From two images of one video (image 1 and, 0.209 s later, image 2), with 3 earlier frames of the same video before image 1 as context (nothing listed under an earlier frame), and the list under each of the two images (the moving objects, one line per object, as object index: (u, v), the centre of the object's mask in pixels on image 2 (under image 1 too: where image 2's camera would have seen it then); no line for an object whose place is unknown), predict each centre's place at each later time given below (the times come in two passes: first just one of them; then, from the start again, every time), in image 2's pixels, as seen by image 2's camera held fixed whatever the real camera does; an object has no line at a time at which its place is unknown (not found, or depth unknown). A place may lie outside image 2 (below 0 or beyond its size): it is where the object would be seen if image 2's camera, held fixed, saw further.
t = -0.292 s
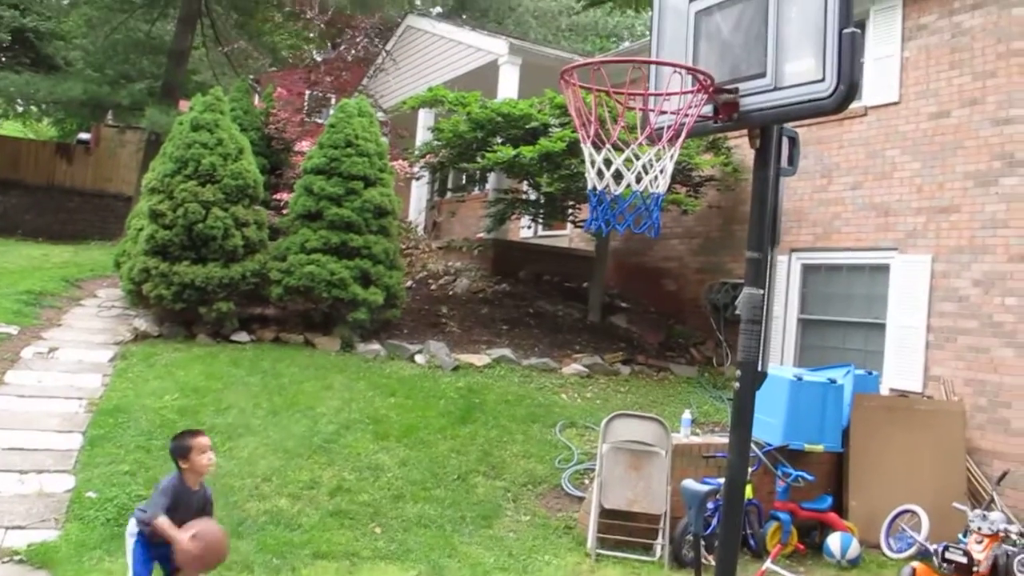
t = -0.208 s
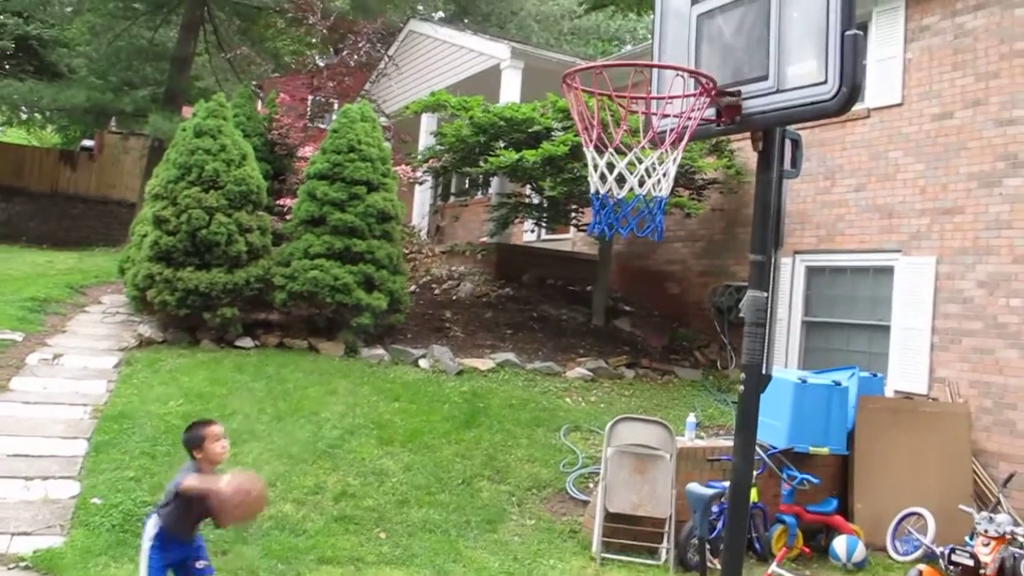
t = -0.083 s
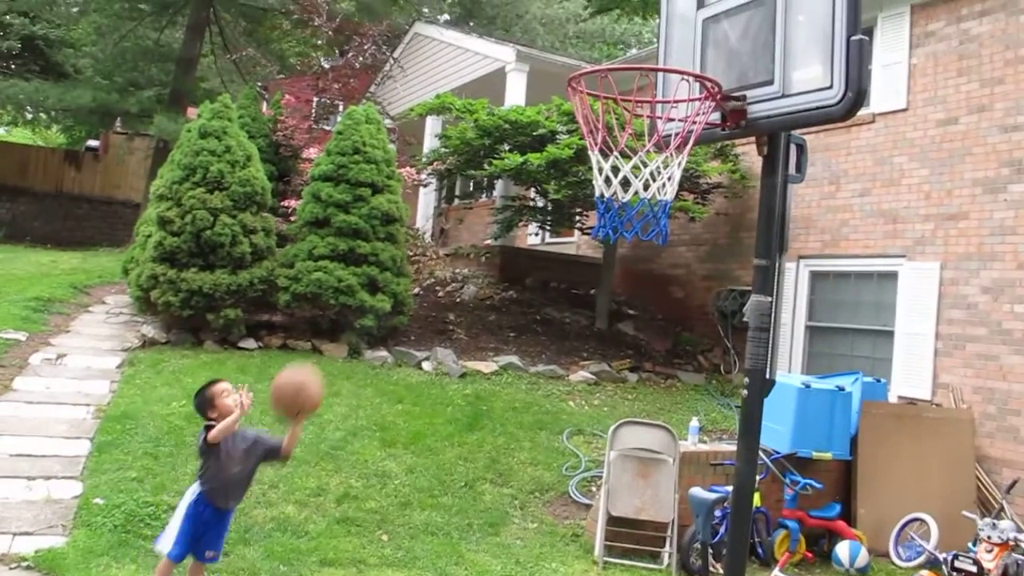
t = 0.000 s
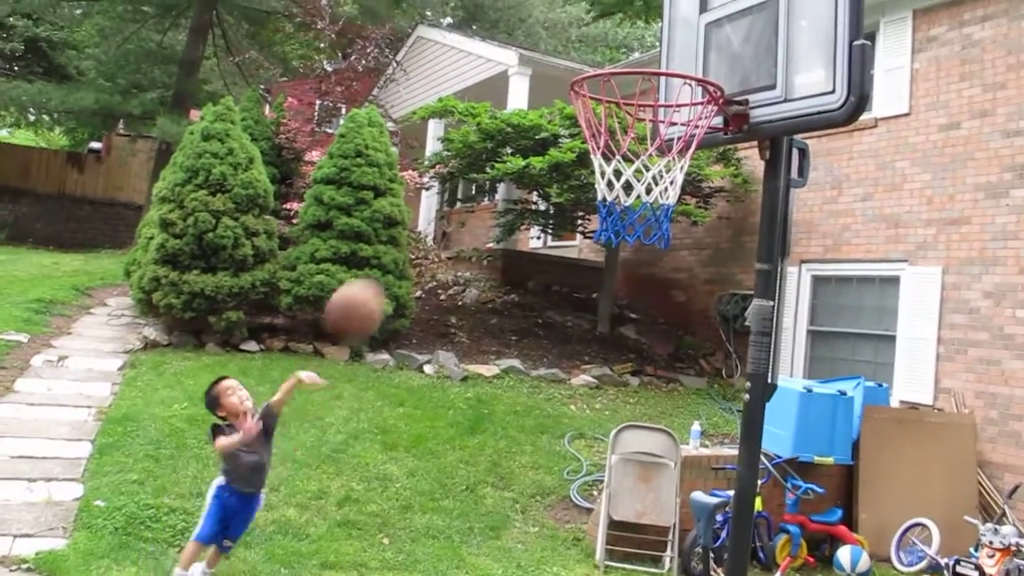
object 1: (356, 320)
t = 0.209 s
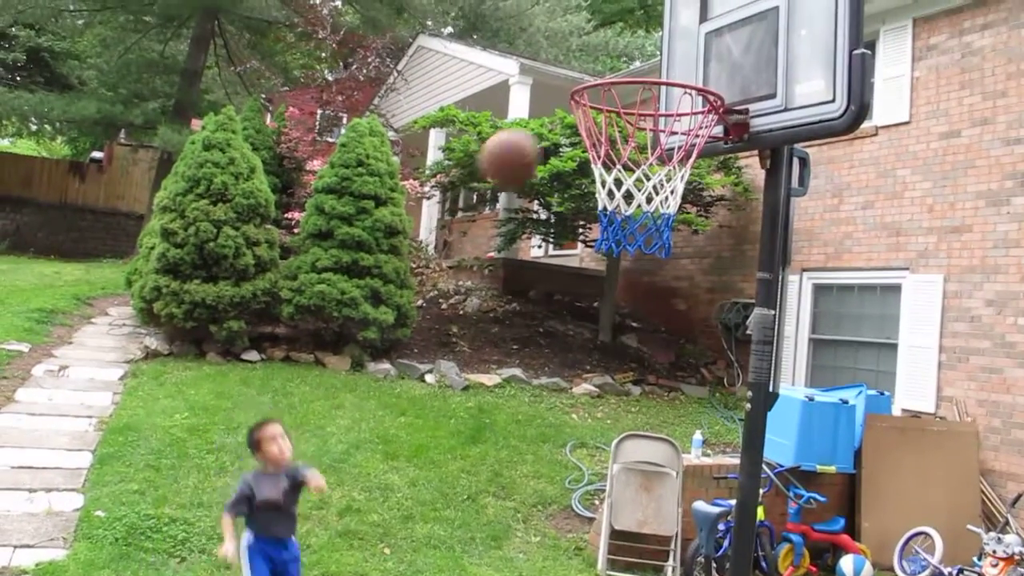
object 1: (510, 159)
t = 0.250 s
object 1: (540, 139)
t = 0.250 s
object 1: (540, 139)
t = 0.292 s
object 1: (560, 125)
